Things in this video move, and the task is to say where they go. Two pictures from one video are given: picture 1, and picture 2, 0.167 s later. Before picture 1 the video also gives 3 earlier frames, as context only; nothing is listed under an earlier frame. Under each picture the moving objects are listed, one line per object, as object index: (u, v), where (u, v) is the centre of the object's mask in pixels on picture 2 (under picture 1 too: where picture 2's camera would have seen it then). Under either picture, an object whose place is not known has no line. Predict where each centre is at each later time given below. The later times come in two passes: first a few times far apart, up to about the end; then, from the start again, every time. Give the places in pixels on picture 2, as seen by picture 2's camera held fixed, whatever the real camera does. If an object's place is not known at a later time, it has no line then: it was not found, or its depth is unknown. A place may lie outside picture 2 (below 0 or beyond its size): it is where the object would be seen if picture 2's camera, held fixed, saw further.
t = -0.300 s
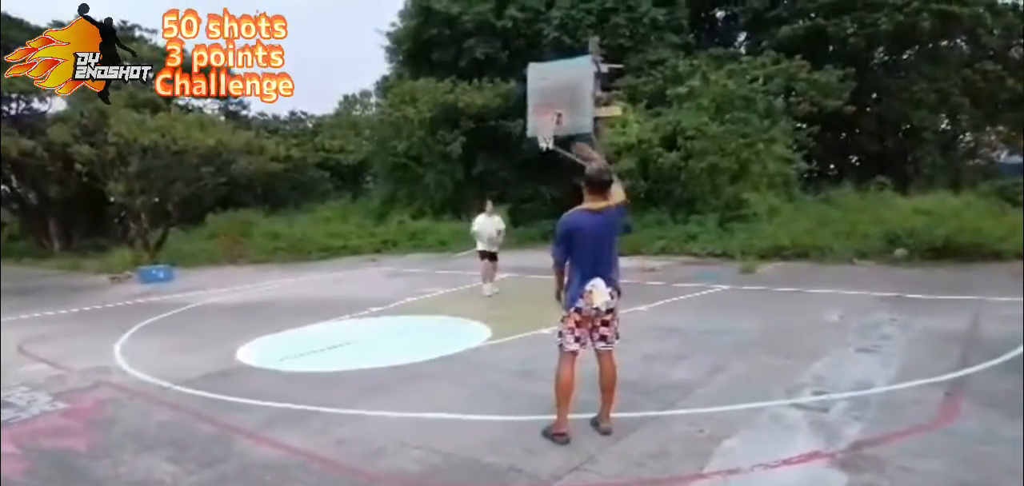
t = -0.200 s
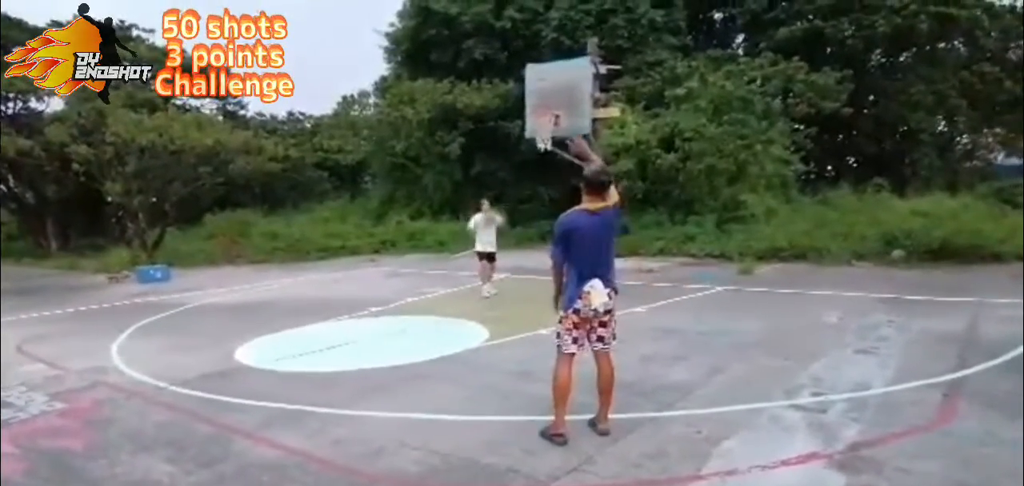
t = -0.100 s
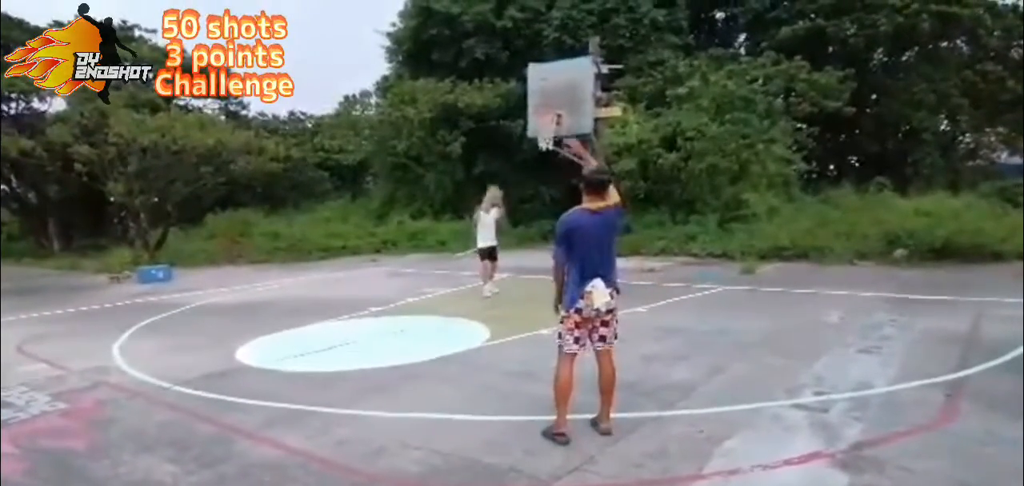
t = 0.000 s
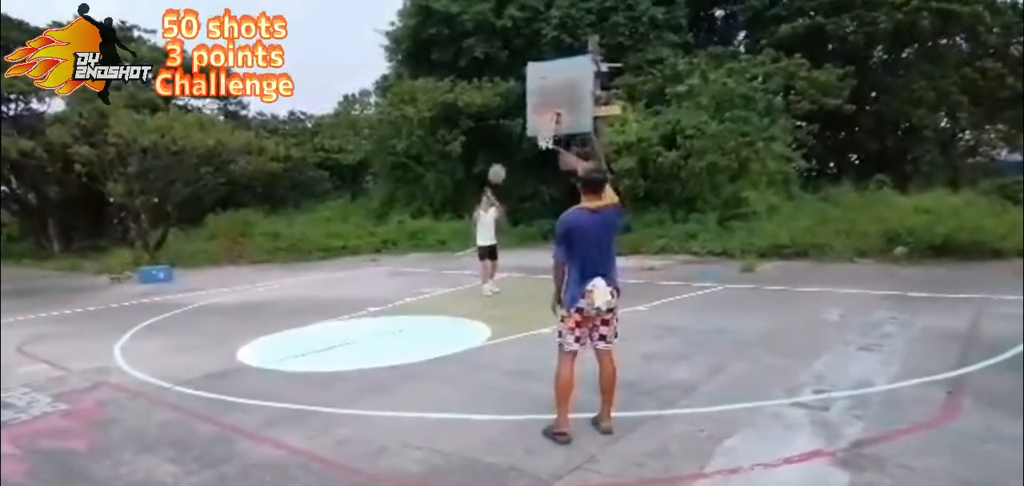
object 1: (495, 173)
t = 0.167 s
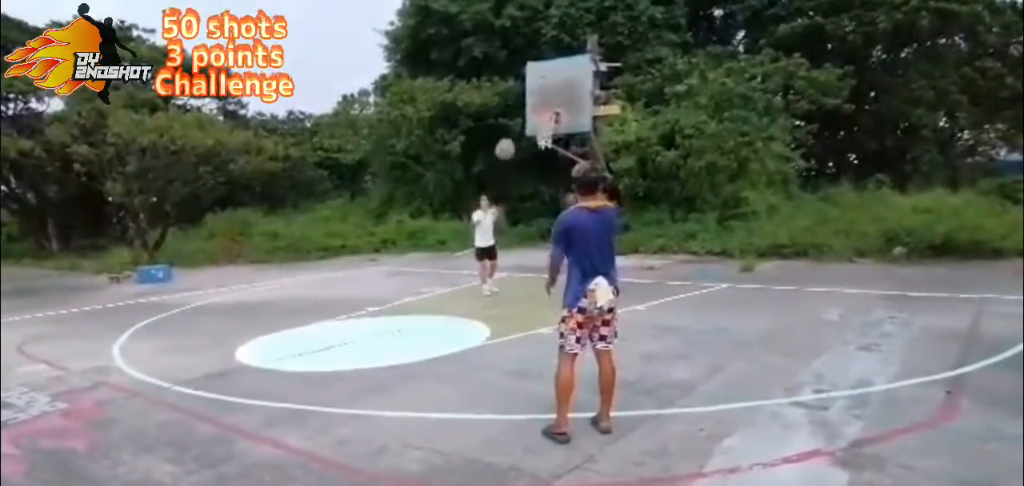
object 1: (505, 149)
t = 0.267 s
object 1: (511, 144)
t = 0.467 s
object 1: (531, 164)
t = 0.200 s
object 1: (507, 147)
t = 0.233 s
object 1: (509, 145)
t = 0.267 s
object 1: (511, 144)
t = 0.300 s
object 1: (514, 144)
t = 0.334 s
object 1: (517, 145)
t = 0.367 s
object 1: (520, 148)
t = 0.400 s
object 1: (524, 151)
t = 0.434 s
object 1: (527, 157)
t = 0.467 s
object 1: (531, 164)
